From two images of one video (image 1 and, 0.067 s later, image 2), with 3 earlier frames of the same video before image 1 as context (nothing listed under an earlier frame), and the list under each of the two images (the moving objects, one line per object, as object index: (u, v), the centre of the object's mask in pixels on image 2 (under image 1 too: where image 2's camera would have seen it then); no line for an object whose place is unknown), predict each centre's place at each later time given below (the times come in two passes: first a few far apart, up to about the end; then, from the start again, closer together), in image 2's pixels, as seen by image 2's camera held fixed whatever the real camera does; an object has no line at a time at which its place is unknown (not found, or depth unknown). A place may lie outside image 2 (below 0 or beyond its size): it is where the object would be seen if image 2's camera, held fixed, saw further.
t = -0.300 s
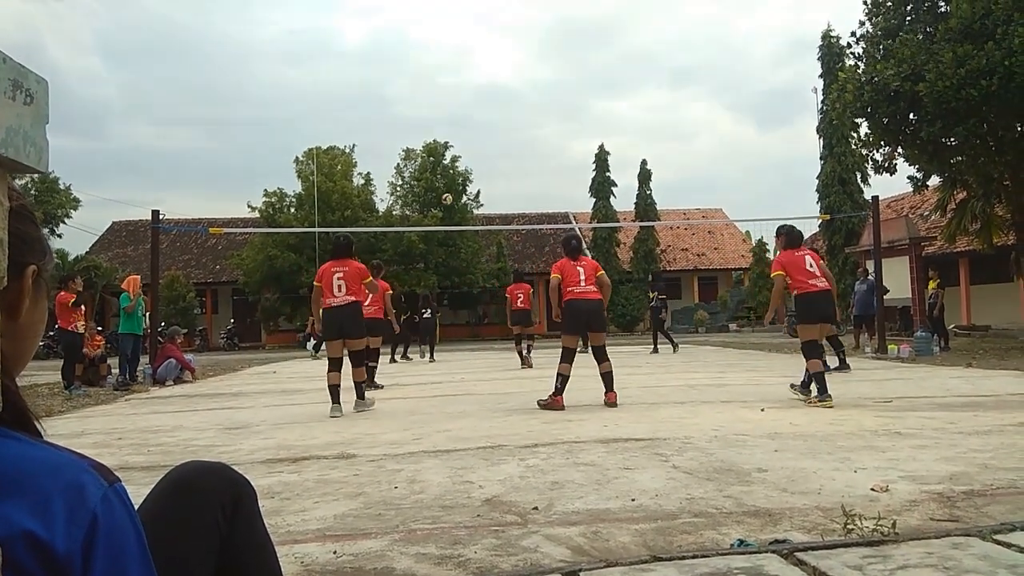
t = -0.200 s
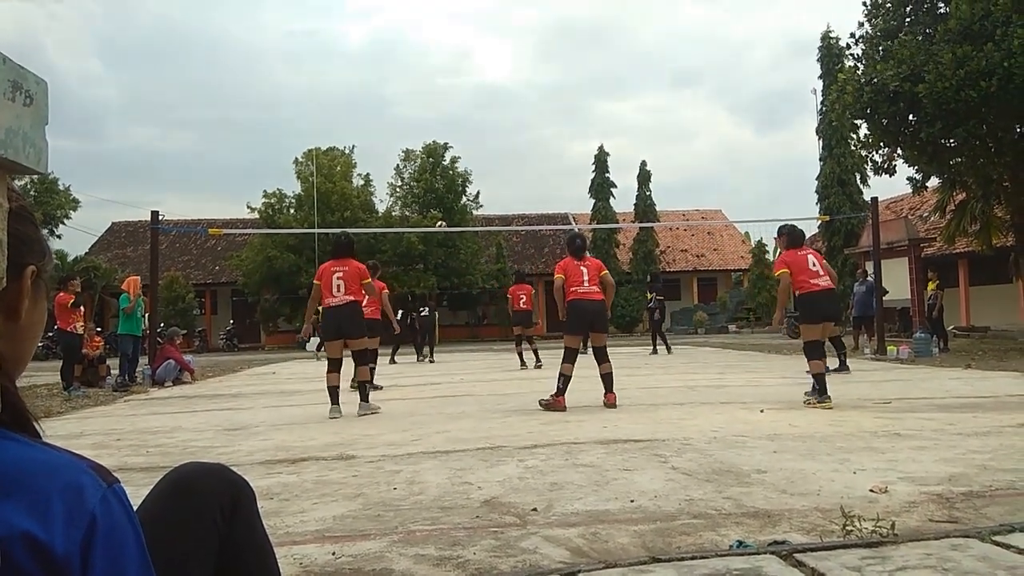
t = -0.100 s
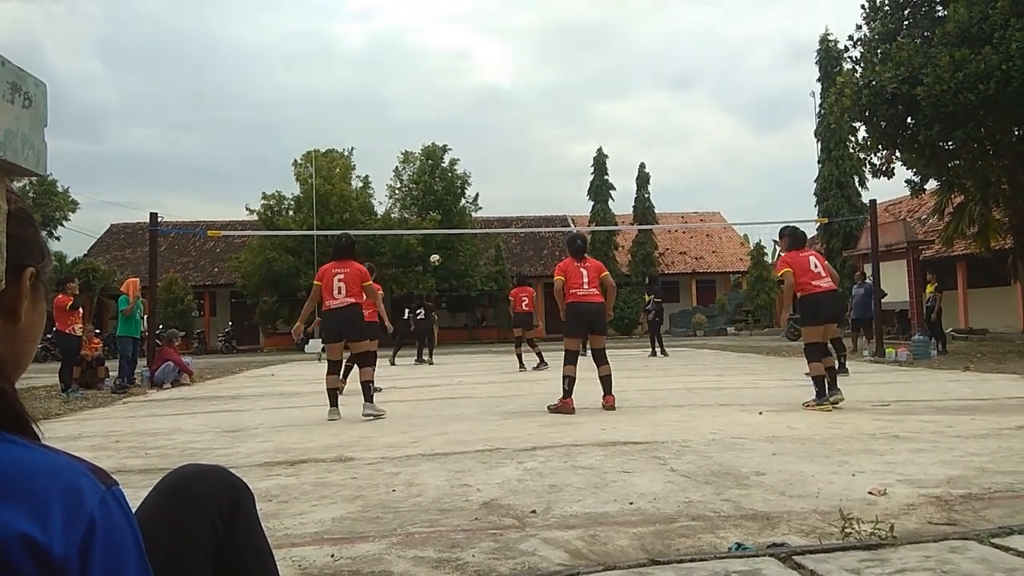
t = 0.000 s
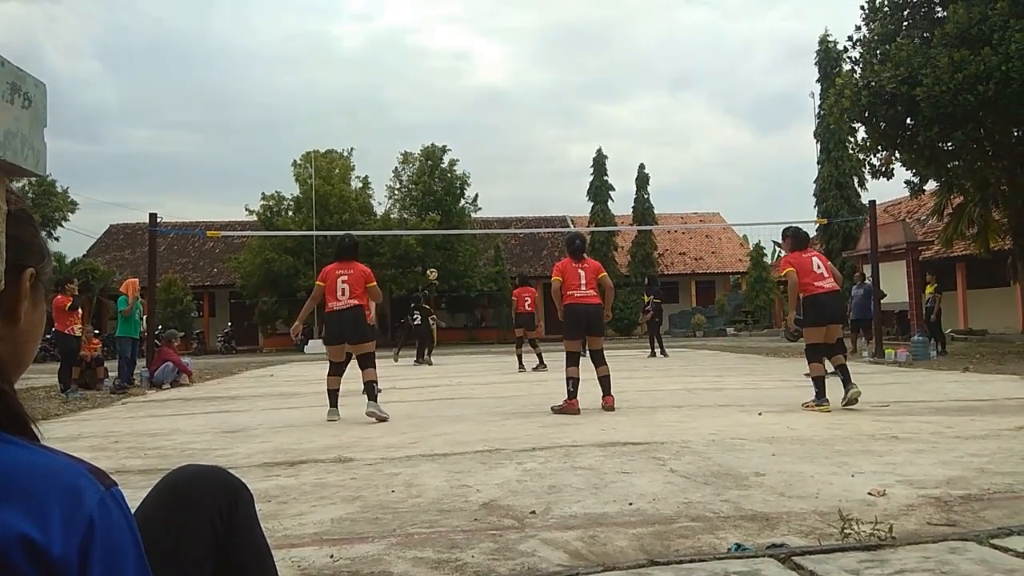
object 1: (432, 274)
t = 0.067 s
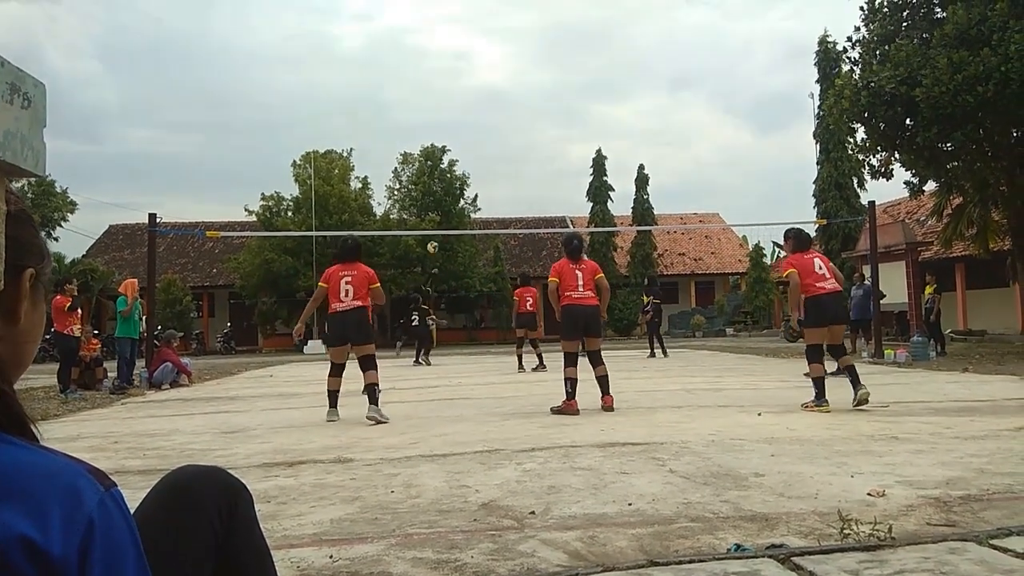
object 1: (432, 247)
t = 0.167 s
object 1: (434, 209)
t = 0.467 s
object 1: (440, 111)
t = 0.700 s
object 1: (445, 61)
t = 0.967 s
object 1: (451, 47)
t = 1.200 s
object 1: (459, 86)
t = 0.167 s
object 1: (434, 209)
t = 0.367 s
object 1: (438, 139)
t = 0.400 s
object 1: (439, 130)
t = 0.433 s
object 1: (439, 120)
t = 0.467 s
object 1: (440, 111)
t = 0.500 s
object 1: (440, 102)
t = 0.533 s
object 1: (441, 94)
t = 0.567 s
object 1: (442, 86)
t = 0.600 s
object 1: (443, 79)
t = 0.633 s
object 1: (443, 73)
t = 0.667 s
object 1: (444, 67)
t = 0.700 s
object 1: (445, 61)
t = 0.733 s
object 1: (446, 57)
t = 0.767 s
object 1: (446, 54)
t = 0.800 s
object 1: (447, 50)
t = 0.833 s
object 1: (448, 48)
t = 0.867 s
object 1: (449, 47)
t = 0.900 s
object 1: (450, 46)
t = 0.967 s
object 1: (451, 47)
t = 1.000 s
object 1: (452, 49)
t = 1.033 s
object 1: (453, 52)
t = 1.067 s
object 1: (454, 56)
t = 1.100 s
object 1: (455, 62)
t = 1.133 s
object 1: (456, 68)
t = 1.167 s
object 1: (458, 76)
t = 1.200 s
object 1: (459, 86)
